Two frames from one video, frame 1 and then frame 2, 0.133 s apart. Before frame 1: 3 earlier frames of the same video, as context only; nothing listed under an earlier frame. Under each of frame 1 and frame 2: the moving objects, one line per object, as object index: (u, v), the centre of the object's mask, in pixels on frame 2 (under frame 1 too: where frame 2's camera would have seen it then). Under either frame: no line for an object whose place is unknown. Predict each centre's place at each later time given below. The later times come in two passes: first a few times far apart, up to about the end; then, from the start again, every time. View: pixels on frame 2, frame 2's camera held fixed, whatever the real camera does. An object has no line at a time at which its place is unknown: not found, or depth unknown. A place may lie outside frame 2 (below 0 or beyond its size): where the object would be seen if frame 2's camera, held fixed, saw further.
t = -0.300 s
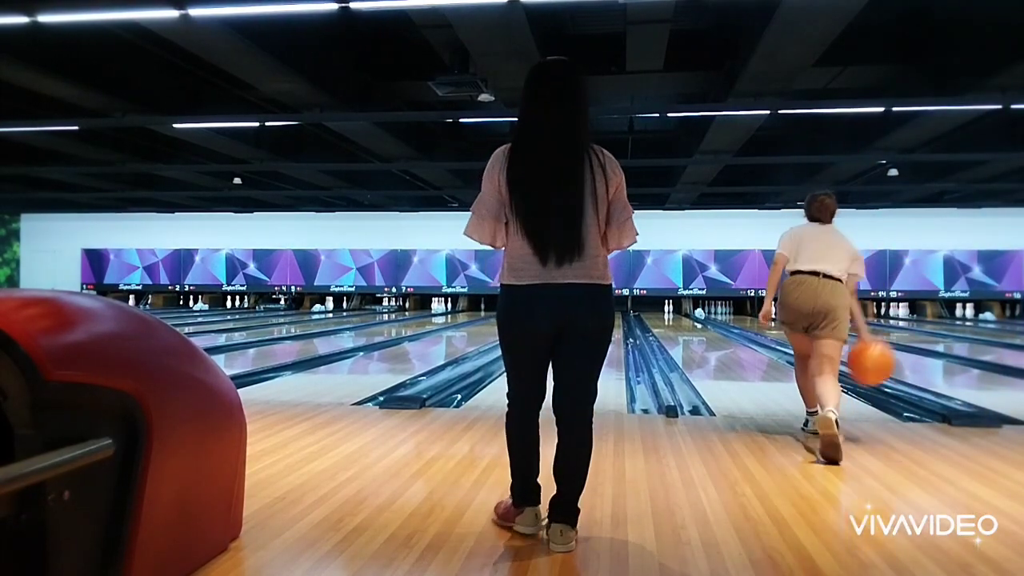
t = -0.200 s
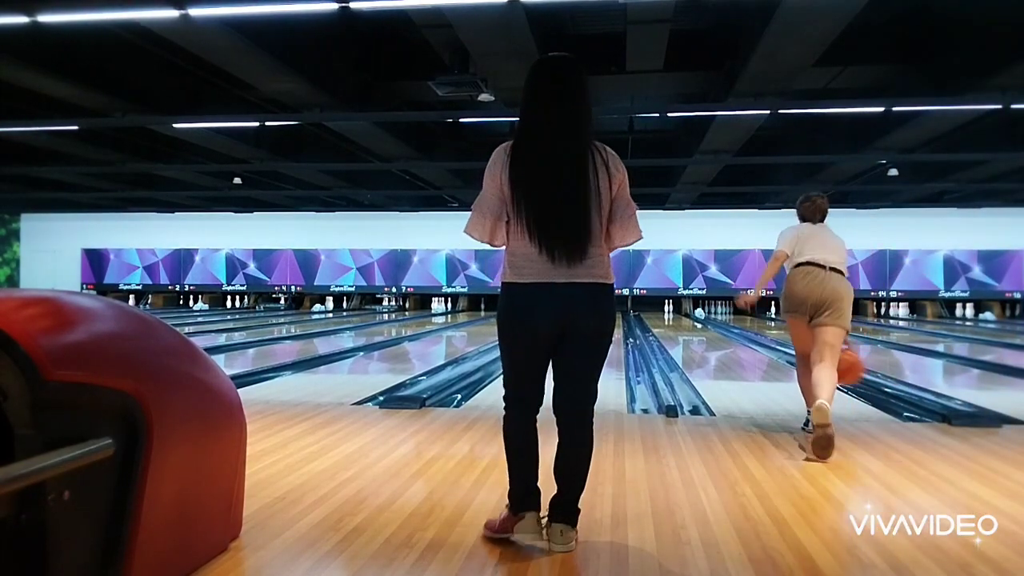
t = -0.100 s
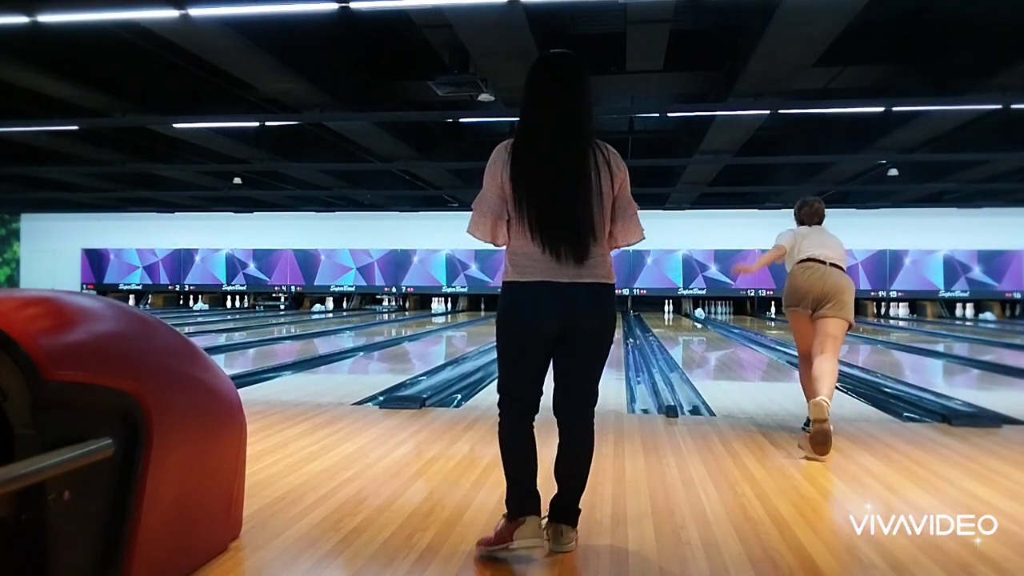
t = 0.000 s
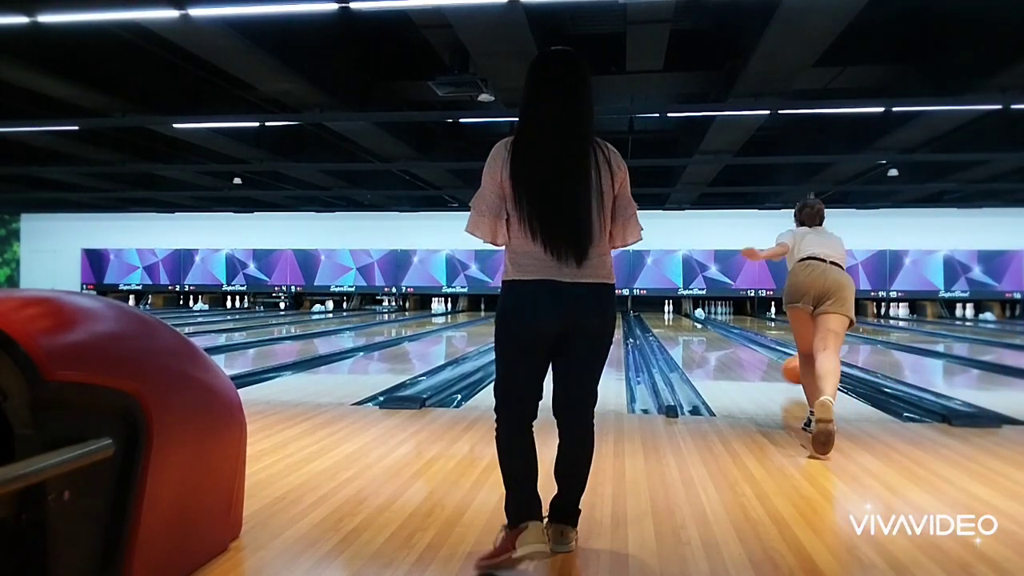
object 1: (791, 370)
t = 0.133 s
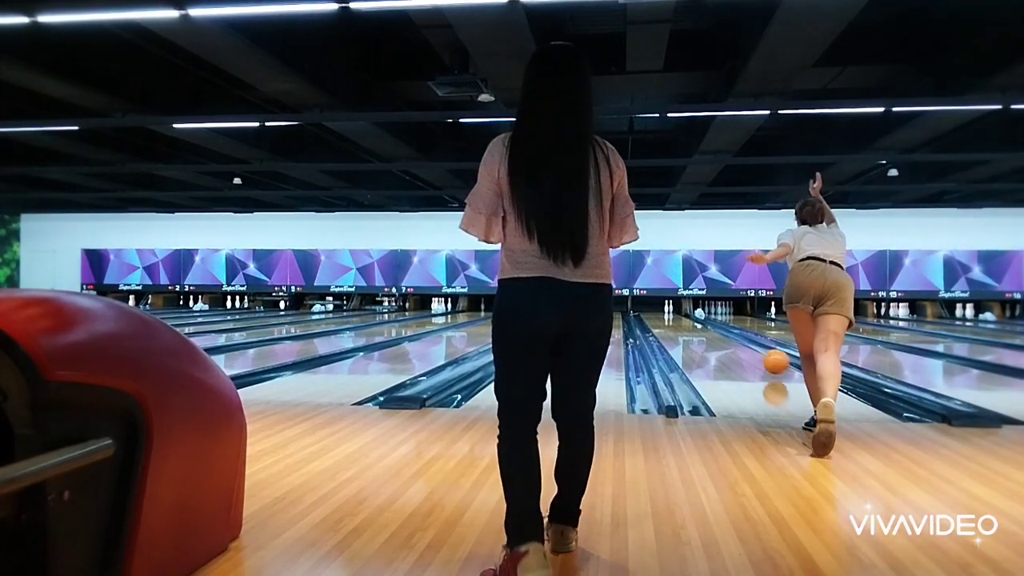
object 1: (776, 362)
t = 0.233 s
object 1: (764, 358)
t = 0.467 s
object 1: (741, 345)
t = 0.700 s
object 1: (727, 338)
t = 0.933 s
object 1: (716, 331)
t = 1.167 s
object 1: (707, 327)
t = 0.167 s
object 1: (772, 361)
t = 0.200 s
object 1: (768, 360)
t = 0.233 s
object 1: (764, 358)
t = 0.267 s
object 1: (760, 356)
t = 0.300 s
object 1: (756, 354)
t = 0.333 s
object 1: (753, 352)
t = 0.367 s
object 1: (750, 350)
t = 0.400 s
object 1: (747, 349)
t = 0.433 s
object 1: (745, 347)
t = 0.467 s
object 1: (741, 345)
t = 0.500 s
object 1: (739, 344)
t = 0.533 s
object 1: (737, 343)
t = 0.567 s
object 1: (735, 341)
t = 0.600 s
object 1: (733, 340)
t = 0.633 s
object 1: (731, 339)
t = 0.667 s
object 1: (729, 339)
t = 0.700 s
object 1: (727, 338)
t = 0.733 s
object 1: (725, 337)
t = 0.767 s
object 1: (723, 335)
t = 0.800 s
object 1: (721, 334)
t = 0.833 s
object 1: (720, 333)
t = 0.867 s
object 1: (719, 333)
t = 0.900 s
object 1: (717, 332)
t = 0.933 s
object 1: (716, 331)
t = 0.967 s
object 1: (714, 330)
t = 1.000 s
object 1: (713, 330)
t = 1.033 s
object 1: (712, 329)
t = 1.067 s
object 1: (710, 329)
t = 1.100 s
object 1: (709, 328)
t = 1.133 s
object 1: (708, 327)
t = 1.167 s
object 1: (707, 327)
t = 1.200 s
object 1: (706, 326)
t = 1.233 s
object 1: (705, 326)
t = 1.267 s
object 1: (703, 325)
